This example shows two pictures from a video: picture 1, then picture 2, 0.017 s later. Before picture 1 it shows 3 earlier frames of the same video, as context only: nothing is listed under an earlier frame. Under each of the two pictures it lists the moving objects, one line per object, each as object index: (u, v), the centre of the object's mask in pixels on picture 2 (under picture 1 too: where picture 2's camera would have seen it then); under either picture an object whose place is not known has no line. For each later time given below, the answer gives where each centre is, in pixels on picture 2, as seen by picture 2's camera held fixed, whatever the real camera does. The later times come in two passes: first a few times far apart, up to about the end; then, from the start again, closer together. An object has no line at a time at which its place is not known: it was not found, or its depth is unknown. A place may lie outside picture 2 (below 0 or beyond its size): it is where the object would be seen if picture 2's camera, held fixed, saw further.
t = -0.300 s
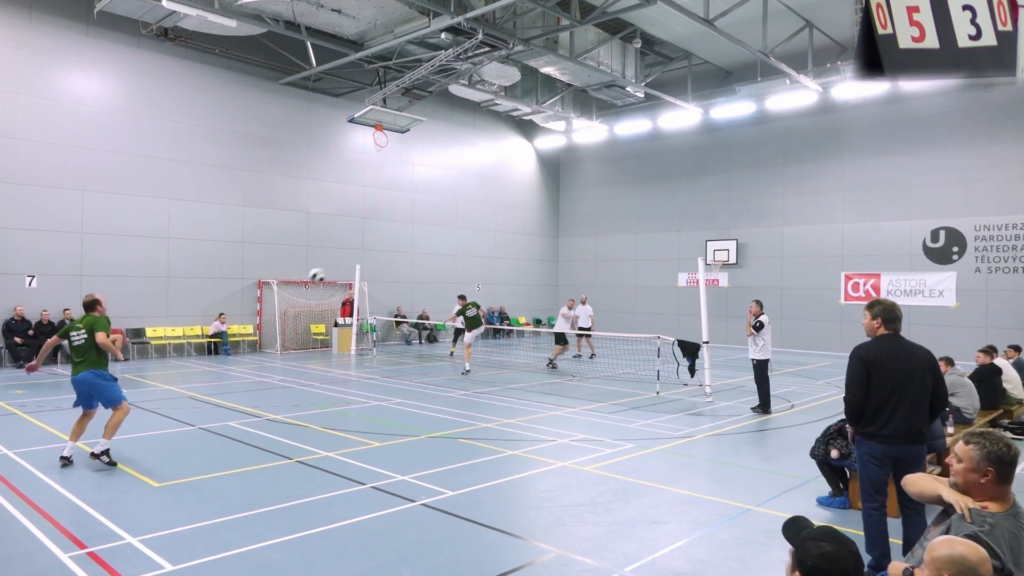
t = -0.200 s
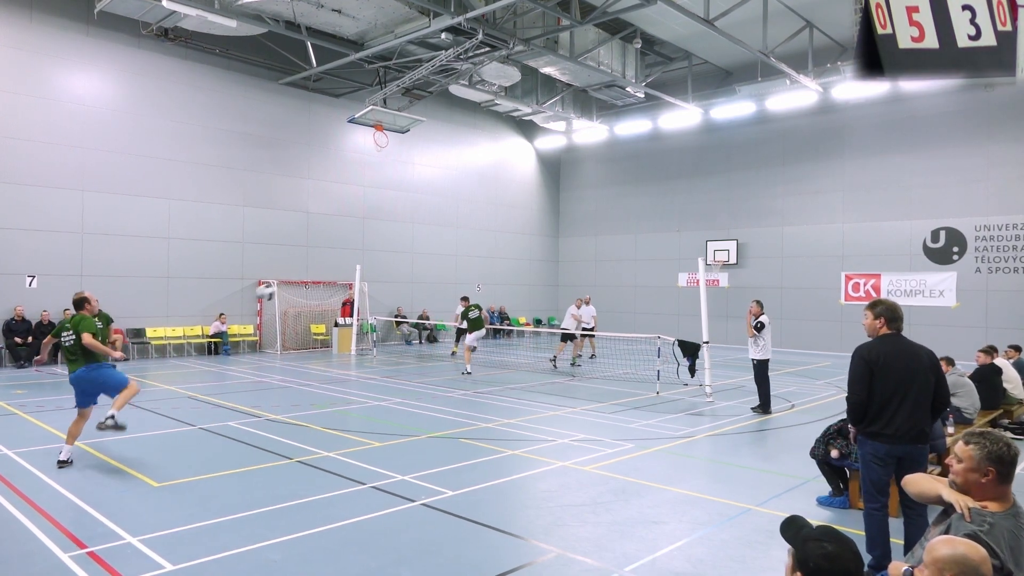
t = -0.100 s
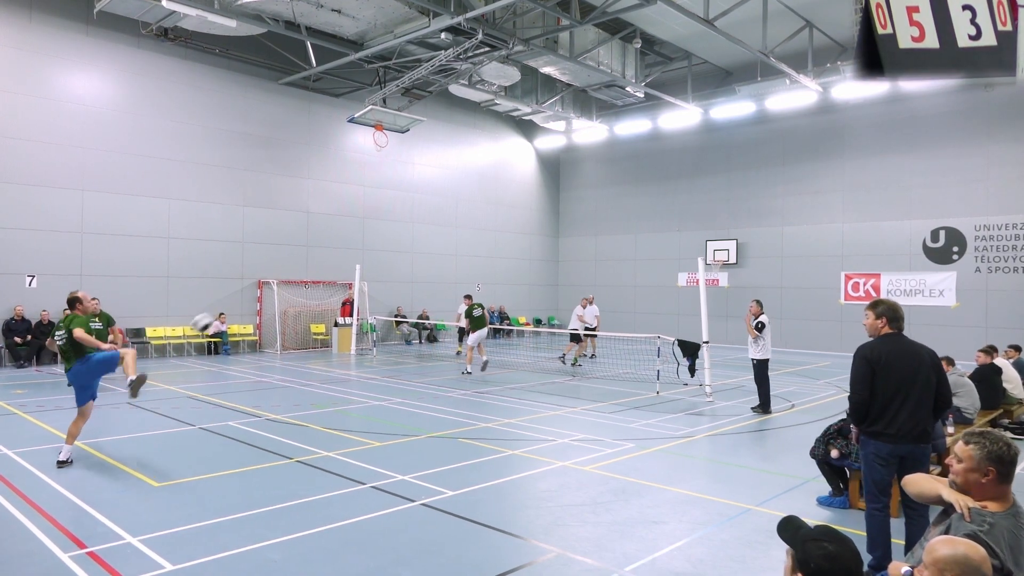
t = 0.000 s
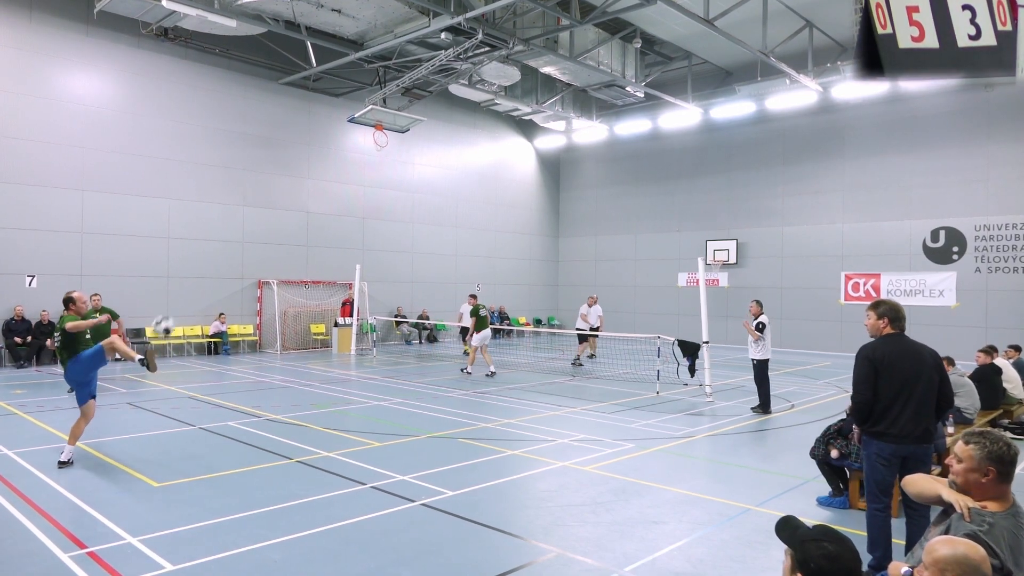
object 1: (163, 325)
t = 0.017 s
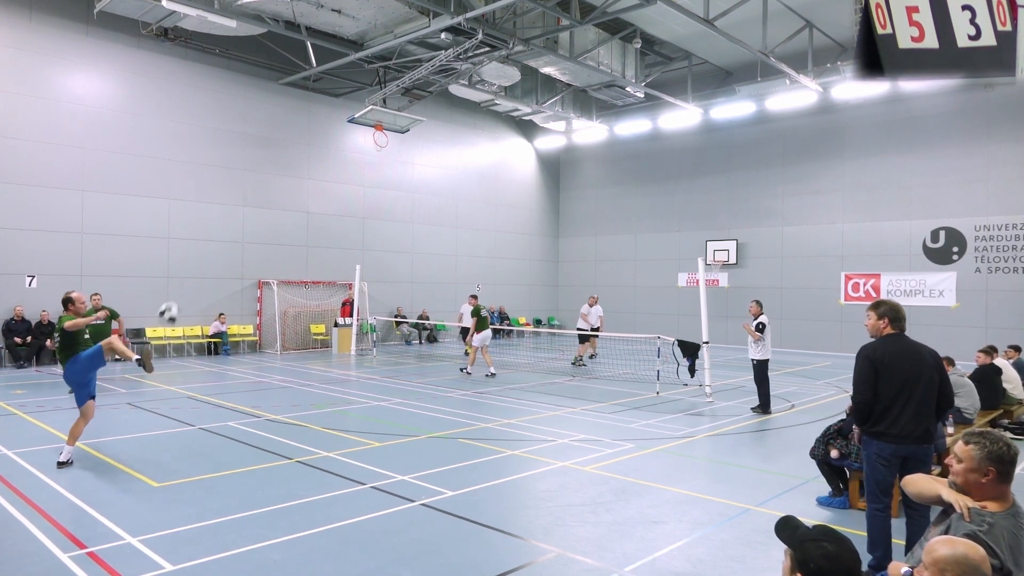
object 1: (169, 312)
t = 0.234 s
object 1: (249, 174)
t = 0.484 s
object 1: (327, 83)
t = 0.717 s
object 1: (388, 48)
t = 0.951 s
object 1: (440, 52)
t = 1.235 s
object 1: (496, 104)
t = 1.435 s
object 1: (531, 166)
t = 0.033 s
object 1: (175, 300)
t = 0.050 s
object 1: (182, 286)
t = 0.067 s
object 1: (188, 275)
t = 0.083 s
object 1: (196, 263)
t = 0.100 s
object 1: (202, 253)
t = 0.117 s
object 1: (209, 241)
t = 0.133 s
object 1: (214, 231)
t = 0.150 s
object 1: (221, 220)
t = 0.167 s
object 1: (227, 211)
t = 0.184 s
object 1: (233, 200)
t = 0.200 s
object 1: (238, 192)
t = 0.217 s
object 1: (244, 183)
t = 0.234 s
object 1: (249, 174)
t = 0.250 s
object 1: (255, 166)
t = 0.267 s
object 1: (261, 159)
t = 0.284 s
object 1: (266, 151)
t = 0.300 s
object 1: (272, 143)
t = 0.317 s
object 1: (278, 137)
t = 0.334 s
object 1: (283, 130)
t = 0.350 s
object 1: (288, 123)
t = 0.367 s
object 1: (293, 117)
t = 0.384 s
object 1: (298, 111)
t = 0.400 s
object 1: (303, 106)
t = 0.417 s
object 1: (308, 100)
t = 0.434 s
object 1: (313, 96)
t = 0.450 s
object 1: (317, 91)
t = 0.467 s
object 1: (323, 86)
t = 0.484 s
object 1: (327, 83)
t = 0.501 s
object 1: (332, 78)
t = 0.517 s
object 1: (337, 75)
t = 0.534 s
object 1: (341, 71)
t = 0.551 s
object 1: (346, 68)
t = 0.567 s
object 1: (350, 65)
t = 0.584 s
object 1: (354, 62)
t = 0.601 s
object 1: (359, 60)
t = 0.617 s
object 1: (363, 57)
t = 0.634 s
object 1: (367, 55)
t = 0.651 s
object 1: (371, 53)
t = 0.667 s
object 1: (376, 51)
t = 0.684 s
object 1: (380, 50)
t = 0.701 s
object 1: (384, 49)
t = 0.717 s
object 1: (388, 48)
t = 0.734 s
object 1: (392, 47)
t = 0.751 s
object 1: (396, 46)
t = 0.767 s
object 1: (400, 46)
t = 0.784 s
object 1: (404, 45)
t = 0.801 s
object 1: (408, 45)
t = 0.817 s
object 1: (412, 45)
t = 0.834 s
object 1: (415, 46)
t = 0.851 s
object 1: (419, 46)
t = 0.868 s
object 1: (422, 47)
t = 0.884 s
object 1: (426, 47)
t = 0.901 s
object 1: (430, 48)
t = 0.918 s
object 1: (434, 50)
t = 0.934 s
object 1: (437, 51)
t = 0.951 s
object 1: (440, 52)
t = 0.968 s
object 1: (444, 54)
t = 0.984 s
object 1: (448, 57)
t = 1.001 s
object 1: (450, 58)
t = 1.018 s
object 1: (455, 61)
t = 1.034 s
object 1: (458, 63)
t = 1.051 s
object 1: (461, 66)
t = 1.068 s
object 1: (463, 68)
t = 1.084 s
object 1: (468, 71)
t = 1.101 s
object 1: (471, 74)
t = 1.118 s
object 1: (474, 78)
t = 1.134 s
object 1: (477, 81)
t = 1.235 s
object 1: (496, 104)
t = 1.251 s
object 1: (499, 109)
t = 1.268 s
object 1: (502, 113)
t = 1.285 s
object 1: (506, 118)
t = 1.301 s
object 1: (509, 122)
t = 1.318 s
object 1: (512, 128)
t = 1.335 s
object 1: (514, 132)
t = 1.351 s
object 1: (517, 137)
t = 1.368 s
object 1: (520, 143)
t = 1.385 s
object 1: (524, 149)
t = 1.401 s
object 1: (527, 155)
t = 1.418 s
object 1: (529, 160)
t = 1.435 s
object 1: (531, 166)
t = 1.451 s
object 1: (534, 172)
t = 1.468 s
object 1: (538, 178)
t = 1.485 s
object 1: (540, 184)
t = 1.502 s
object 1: (543, 190)
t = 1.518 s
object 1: (545, 197)
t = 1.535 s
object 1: (548, 203)
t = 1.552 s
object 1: (550, 209)
